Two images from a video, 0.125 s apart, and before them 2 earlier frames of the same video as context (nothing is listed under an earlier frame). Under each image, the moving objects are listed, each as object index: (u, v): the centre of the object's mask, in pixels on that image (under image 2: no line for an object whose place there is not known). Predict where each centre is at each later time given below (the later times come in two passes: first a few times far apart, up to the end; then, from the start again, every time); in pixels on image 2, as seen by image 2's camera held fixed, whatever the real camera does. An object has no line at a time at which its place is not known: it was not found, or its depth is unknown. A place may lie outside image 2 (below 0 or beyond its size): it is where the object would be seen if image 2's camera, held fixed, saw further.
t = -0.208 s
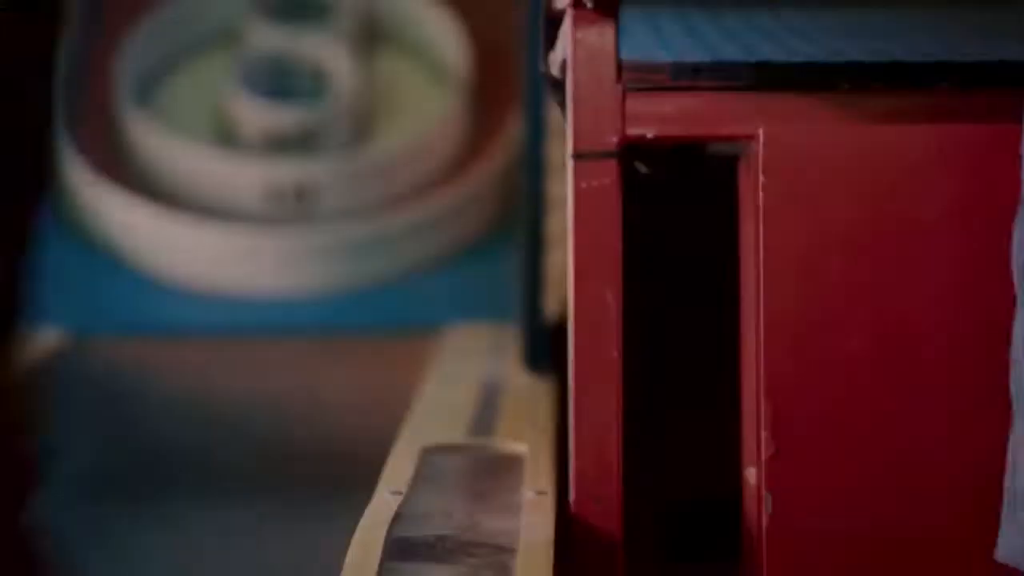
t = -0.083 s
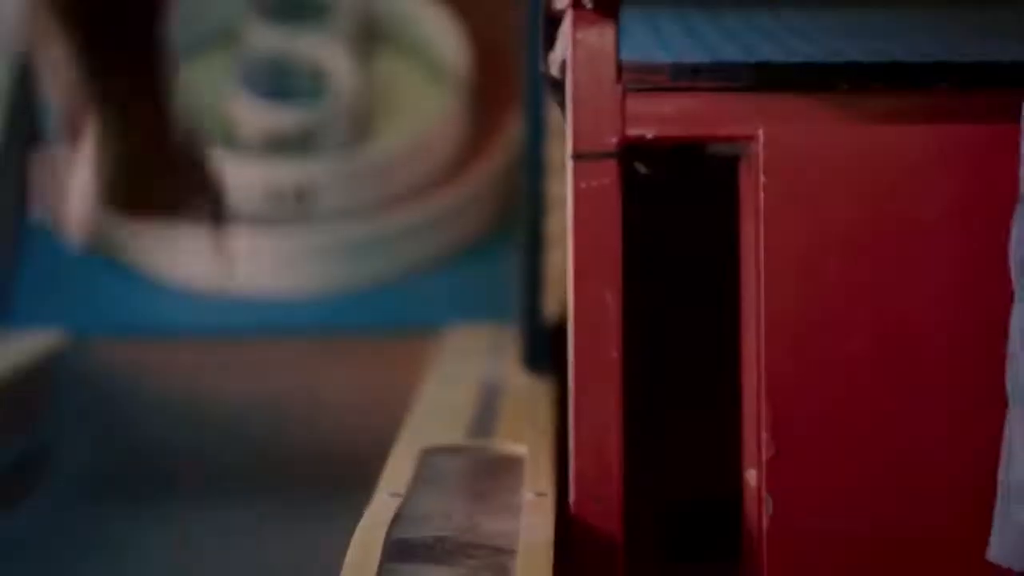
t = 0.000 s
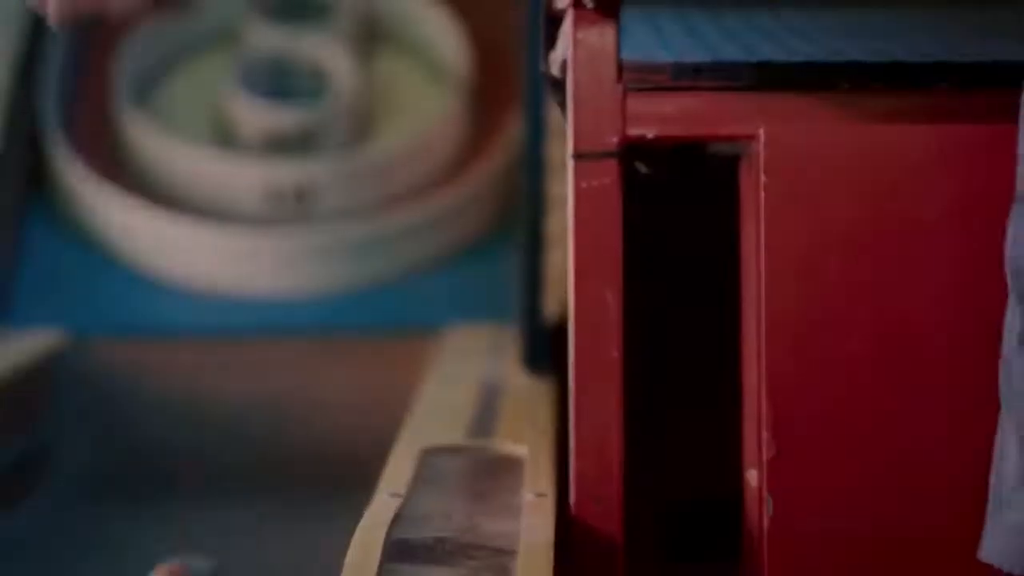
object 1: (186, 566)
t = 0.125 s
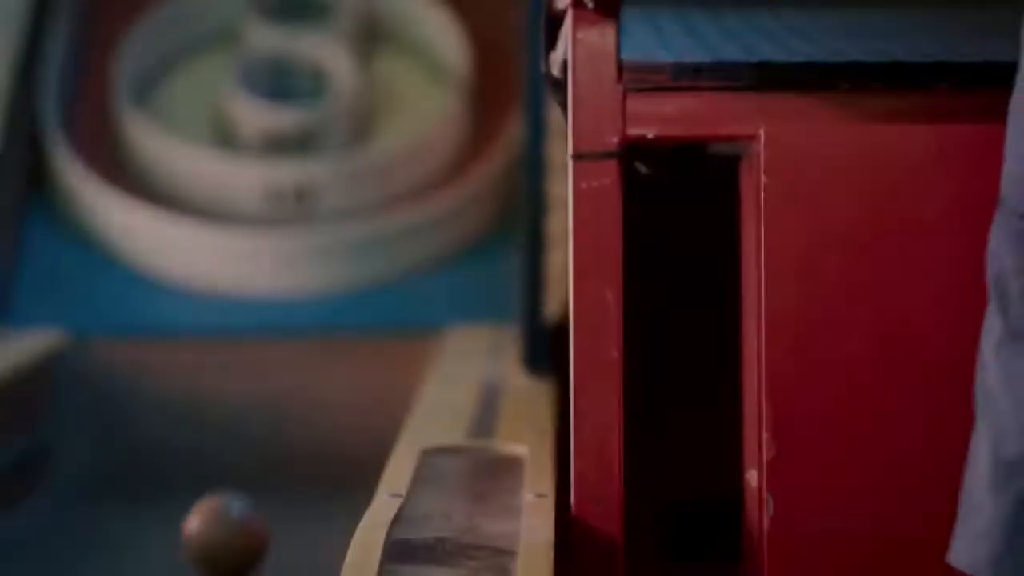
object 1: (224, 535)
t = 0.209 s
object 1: (244, 501)
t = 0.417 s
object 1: (263, 271)
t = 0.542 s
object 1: (249, 36)
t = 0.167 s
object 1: (235, 523)
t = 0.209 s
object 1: (244, 501)
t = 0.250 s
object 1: (249, 489)
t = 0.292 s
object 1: (256, 474)
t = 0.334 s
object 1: (261, 453)
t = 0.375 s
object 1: (259, 376)
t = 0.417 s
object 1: (263, 271)
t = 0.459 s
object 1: (256, 175)
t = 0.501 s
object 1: (249, 104)
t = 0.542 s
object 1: (249, 36)
